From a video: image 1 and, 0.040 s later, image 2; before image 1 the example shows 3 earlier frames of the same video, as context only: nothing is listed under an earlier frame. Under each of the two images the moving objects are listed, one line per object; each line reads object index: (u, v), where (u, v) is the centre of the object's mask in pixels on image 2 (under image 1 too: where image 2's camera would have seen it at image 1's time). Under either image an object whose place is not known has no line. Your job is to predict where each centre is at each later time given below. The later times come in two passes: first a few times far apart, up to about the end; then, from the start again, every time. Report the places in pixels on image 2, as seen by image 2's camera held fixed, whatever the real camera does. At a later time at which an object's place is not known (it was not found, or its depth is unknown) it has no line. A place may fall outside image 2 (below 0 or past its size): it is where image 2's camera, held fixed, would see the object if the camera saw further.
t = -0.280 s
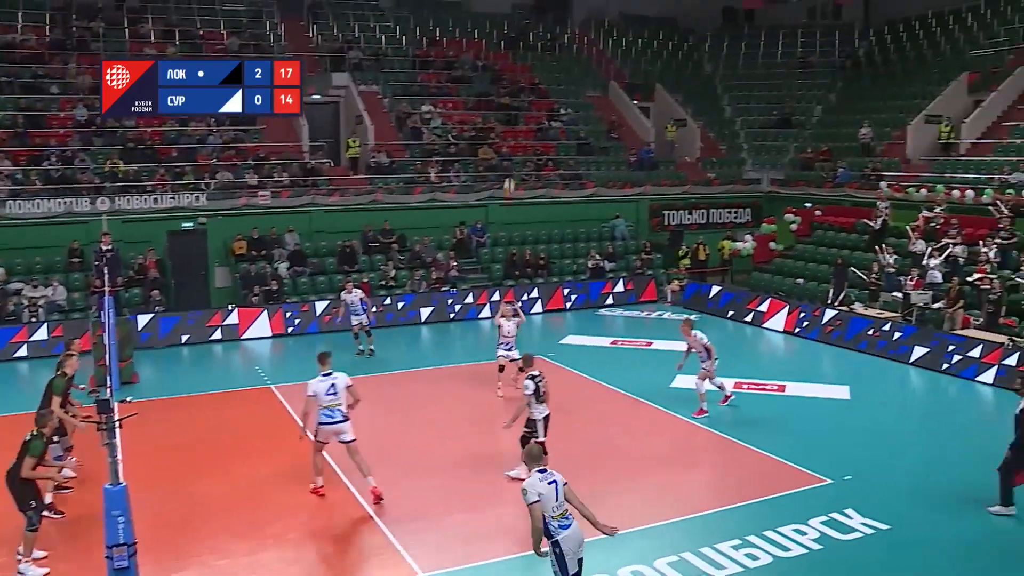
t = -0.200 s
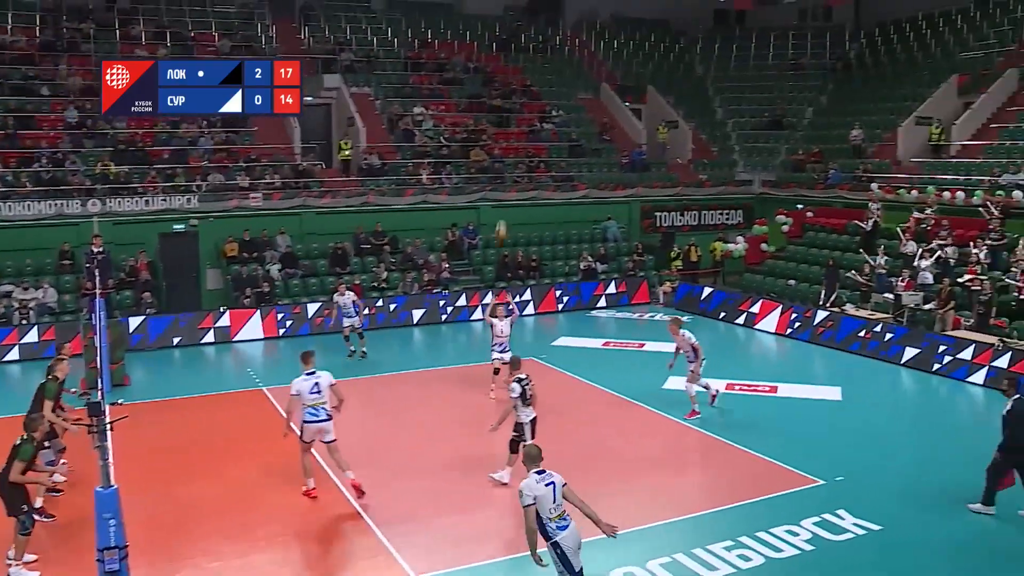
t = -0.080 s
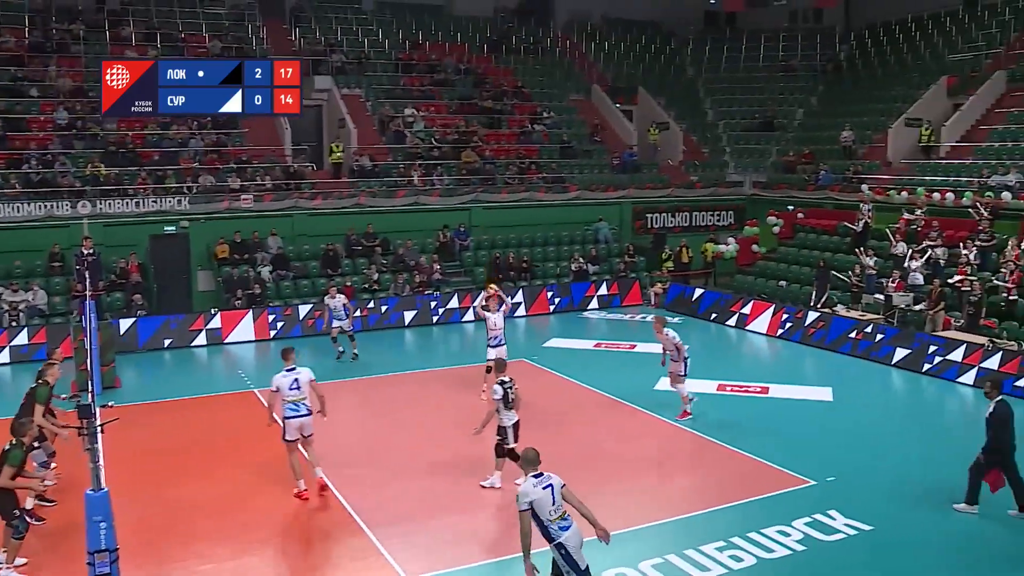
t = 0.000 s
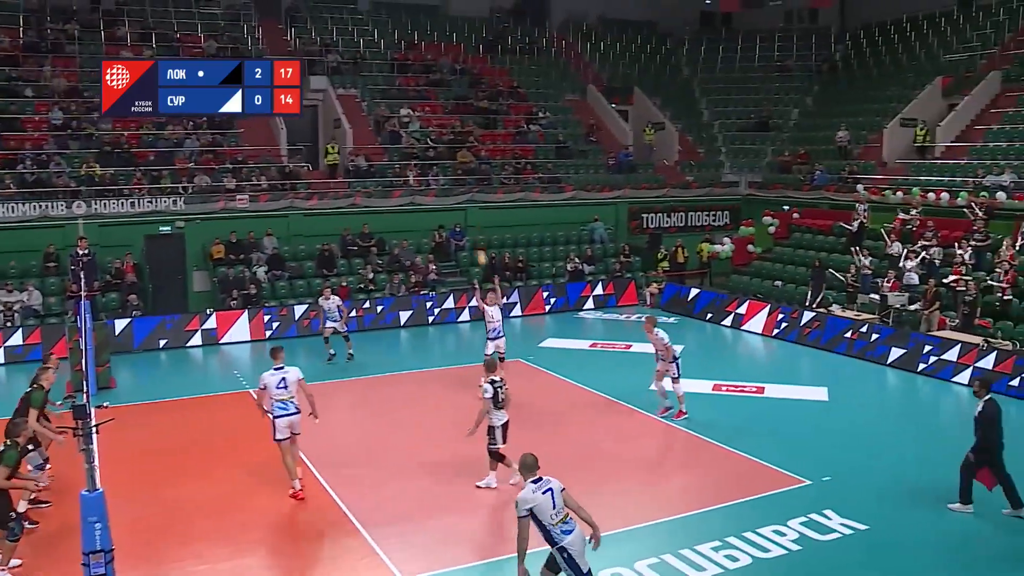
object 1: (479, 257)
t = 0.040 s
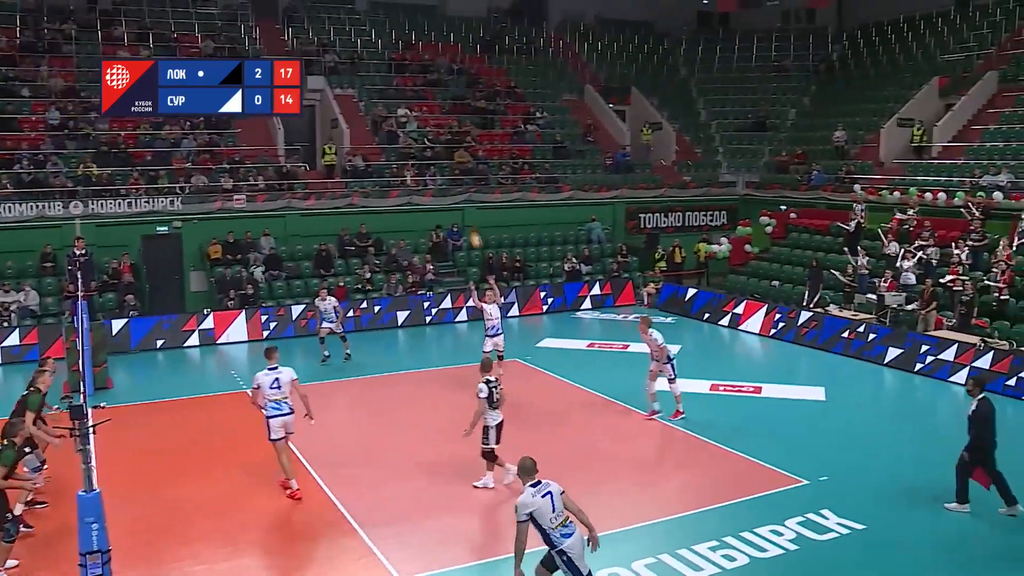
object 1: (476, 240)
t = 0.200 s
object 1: (459, 174)
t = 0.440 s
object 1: (433, 95)
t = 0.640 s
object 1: (410, 53)
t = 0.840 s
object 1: (386, 31)
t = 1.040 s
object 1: (359, 38)
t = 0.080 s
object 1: (471, 222)
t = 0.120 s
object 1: (468, 207)
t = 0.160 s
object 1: (463, 189)
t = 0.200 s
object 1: (459, 174)
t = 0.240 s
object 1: (455, 159)
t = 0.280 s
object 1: (450, 145)
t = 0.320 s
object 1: (446, 131)
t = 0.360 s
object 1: (443, 119)
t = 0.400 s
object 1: (438, 107)
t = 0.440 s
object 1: (433, 95)
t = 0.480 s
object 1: (429, 85)
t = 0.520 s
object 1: (424, 76)
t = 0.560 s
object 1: (419, 67)
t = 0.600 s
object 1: (414, 58)
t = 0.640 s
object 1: (410, 53)
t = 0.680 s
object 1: (405, 46)
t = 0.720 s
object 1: (401, 41)
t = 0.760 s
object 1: (396, 37)
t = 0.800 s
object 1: (391, 34)
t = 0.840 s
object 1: (386, 31)
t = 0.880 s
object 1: (381, 30)
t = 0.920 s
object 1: (376, 30)
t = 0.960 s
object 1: (371, 32)
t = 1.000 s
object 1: (365, 34)
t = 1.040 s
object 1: (359, 38)
